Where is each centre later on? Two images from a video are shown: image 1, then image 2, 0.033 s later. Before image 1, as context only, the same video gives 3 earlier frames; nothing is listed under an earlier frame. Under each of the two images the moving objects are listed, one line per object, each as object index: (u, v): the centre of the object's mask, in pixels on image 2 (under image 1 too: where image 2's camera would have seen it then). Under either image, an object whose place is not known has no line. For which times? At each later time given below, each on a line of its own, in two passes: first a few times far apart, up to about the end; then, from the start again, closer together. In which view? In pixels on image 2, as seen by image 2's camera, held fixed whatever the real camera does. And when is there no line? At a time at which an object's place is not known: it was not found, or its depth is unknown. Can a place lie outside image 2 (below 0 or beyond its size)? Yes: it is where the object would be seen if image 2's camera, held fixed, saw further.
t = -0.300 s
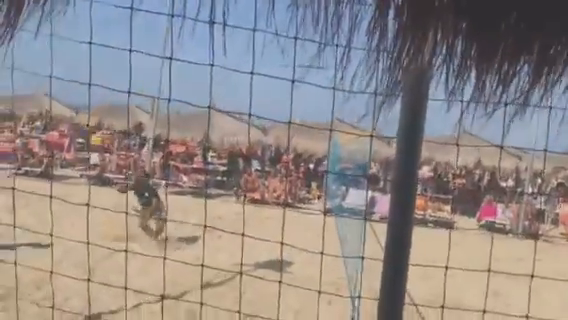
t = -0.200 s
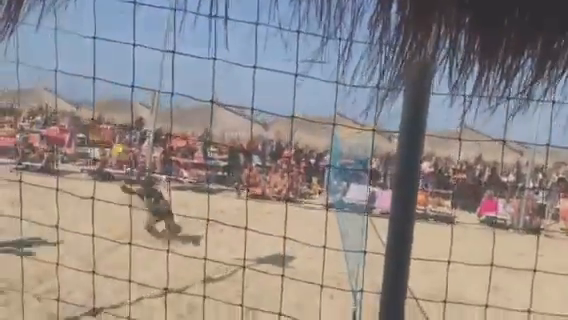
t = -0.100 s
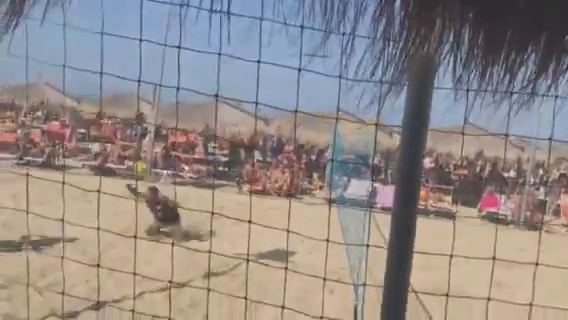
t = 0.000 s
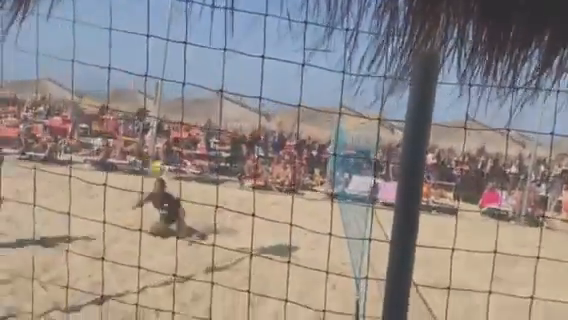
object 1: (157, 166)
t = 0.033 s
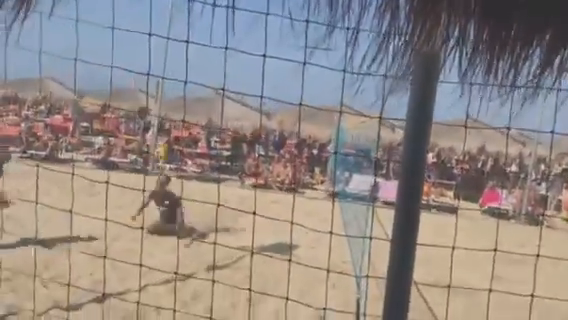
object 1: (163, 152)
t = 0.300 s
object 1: (176, 70)
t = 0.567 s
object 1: (192, 27)
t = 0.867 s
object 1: (206, 39)
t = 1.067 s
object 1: (205, 93)
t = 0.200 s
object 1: (169, 96)
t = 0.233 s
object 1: (169, 87)
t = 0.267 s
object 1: (175, 79)
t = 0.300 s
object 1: (176, 70)
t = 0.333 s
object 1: (177, 63)
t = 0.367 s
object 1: (179, 55)
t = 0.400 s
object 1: (182, 49)
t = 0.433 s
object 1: (184, 44)
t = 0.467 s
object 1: (186, 36)
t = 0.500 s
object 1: (189, 34)
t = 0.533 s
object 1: (191, 29)
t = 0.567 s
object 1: (192, 27)
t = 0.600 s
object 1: (197, 25)
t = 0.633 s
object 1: (198, 23)
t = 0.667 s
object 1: (201, 23)
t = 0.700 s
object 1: (202, 23)
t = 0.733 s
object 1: (204, 23)
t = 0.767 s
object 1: (205, 27)
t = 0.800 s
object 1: (205, 29)
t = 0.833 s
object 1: (206, 34)
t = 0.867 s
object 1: (206, 39)
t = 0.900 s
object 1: (206, 46)
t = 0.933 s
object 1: (206, 54)
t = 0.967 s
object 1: (205, 62)
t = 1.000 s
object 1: (205, 72)
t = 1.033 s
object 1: (205, 82)
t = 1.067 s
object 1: (205, 93)
